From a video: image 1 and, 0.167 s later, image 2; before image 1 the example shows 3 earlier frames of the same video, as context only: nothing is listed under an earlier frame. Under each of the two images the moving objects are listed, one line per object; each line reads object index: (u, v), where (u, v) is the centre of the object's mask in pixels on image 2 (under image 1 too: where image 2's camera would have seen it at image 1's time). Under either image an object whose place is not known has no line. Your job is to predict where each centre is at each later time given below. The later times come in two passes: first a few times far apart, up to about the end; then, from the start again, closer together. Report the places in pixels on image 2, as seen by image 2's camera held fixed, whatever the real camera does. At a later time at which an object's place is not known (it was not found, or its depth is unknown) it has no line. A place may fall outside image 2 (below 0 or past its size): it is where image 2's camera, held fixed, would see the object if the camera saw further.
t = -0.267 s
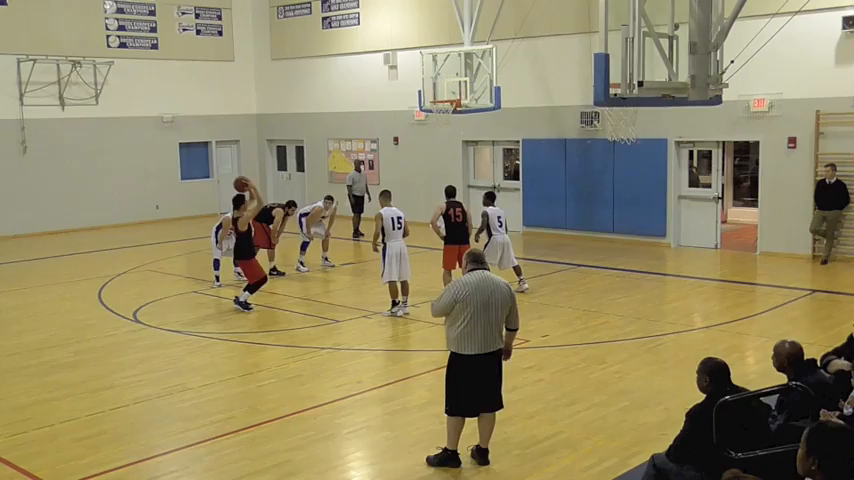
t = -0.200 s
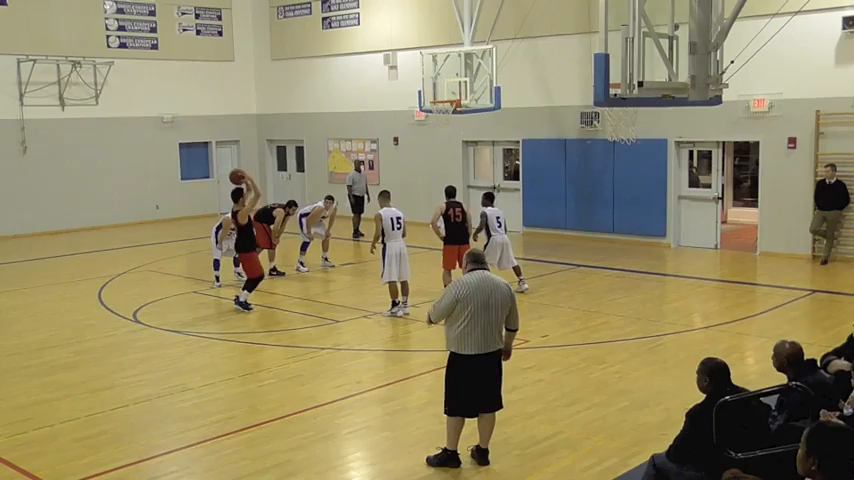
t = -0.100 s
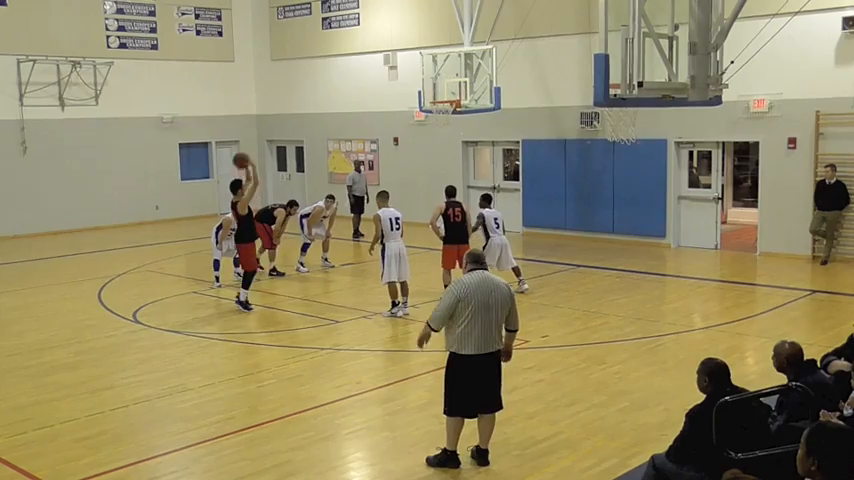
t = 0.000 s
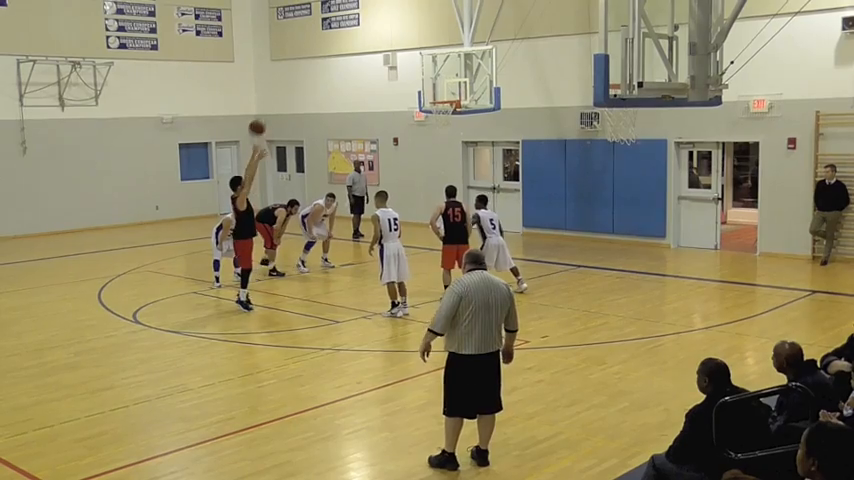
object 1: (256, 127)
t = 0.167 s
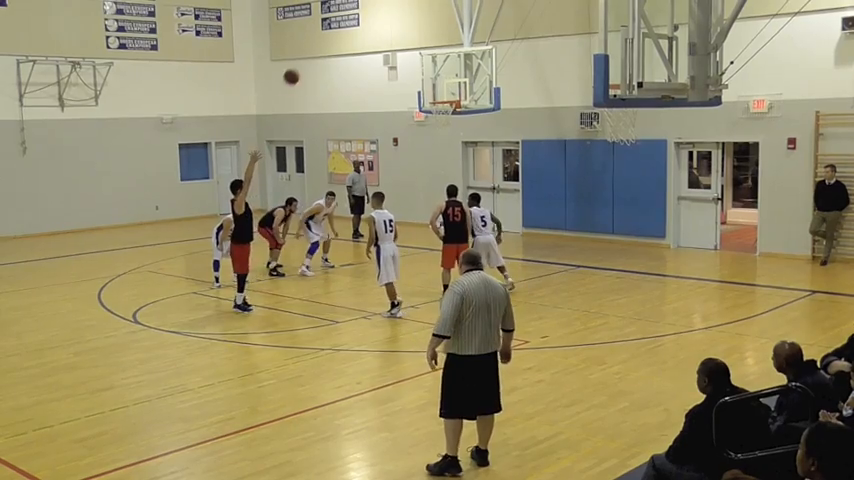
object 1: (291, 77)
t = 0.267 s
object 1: (311, 56)
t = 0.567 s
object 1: (367, 36)
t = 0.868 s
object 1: (418, 69)
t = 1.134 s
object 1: (433, 82)
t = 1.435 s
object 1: (426, 83)
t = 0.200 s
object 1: (298, 69)
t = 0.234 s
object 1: (304, 62)
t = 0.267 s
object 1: (311, 56)
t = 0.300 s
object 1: (317, 51)
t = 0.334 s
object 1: (323, 46)
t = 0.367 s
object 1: (330, 43)
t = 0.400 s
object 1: (337, 40)
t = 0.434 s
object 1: (343, 38)
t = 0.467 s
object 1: (349, 36)
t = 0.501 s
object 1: (355, 35)
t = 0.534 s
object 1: (361, 35)
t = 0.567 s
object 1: (367, 36)
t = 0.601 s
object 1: (373, 37)
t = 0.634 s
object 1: (379, 39)
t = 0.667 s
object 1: (385, 41)
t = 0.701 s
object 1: (390, 44)
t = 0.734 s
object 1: (396, 48)
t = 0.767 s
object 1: (401, 52)
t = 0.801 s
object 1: (407, 58)
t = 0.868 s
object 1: (418, 69)
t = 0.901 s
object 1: (423, 76)
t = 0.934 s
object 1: (428, 83)
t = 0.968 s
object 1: (434, 91)
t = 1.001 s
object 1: (437, 97)
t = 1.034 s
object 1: (436, 93)
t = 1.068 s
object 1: (435, 89)
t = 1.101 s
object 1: (434, 85)
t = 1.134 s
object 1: (433, 82)
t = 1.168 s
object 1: (433, 80)
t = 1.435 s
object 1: (426, 83)
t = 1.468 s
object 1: (425, 86)
